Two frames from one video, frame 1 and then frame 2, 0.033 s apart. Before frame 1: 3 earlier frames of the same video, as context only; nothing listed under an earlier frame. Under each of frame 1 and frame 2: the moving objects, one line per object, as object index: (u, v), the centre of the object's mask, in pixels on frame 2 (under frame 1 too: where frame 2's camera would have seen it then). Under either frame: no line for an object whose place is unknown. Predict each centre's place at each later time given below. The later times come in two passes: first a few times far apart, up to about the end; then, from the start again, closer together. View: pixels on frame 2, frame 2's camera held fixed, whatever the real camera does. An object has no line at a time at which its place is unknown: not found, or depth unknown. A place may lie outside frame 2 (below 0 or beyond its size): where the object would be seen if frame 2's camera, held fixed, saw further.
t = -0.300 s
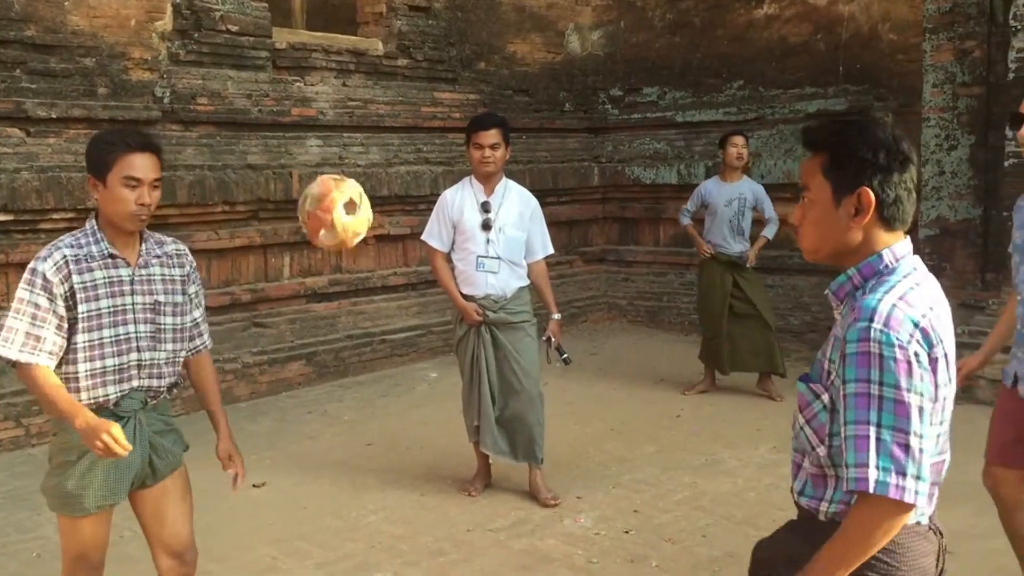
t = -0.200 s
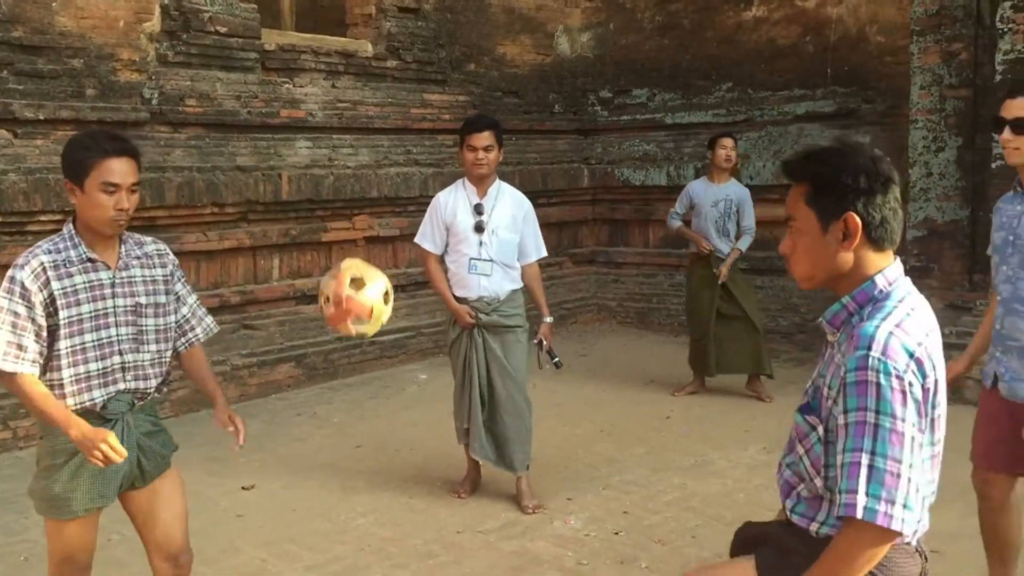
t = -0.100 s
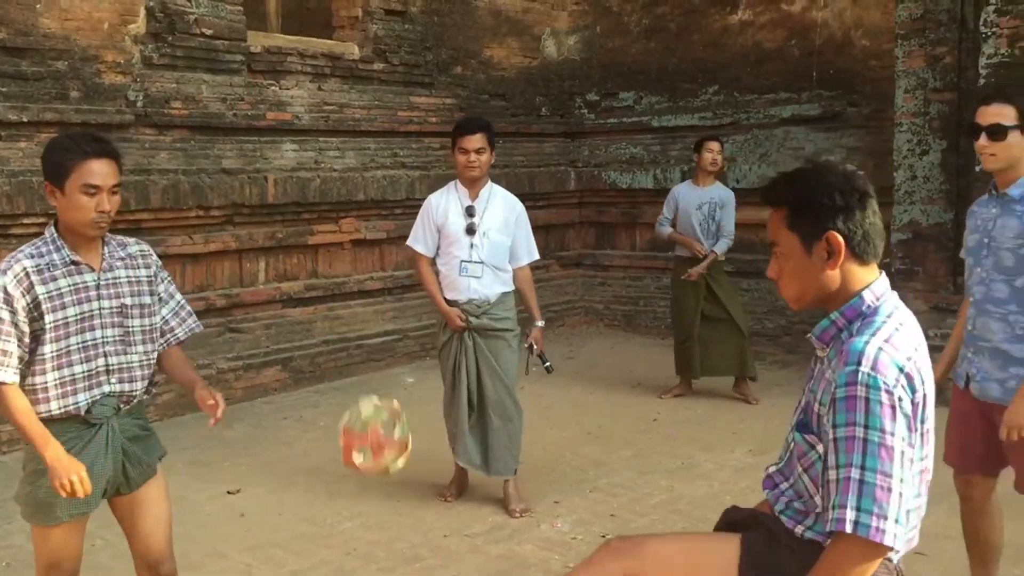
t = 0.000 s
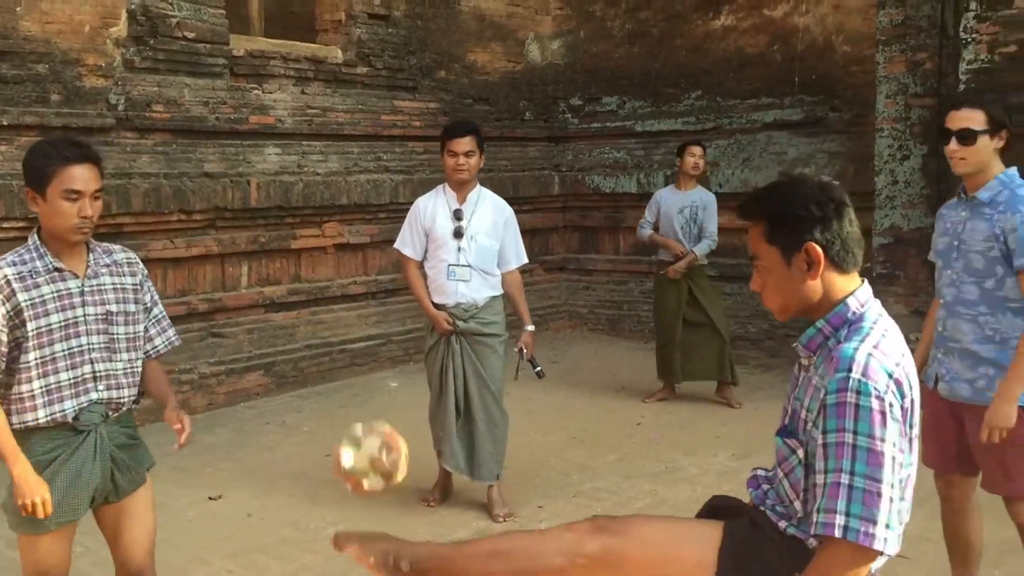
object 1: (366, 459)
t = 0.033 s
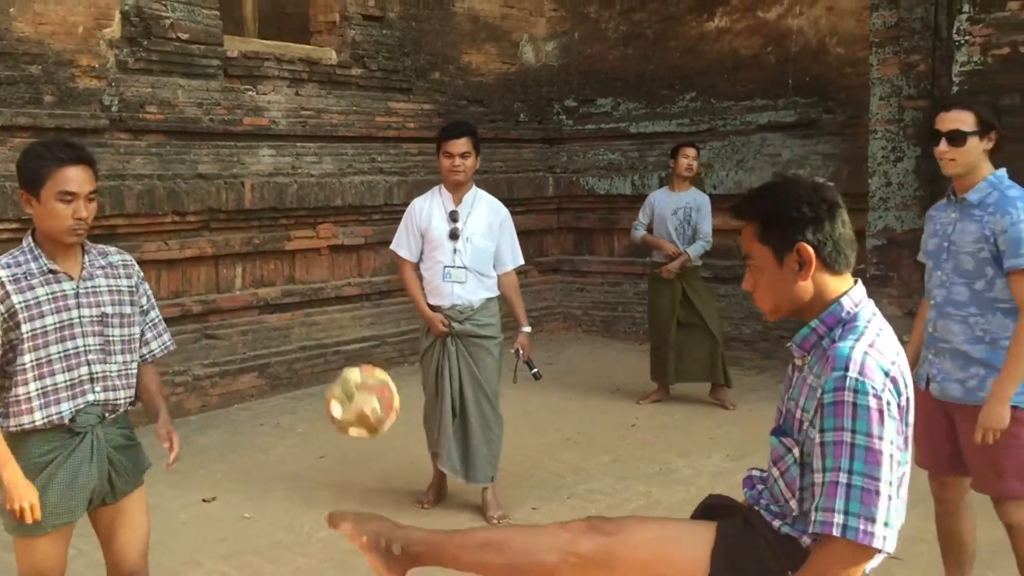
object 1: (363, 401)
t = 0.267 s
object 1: (343, 142)
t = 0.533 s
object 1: (333, 151)
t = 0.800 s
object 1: (344, 431)
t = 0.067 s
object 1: (360, 349)
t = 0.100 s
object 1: (357, 301)
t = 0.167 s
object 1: (351, 222)
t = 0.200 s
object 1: (348, 190)
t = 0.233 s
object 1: (345, 164)
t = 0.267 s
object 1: (343, 142)
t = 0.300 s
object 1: (340, 127)
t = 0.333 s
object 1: (339, 116)
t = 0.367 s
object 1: (337, 111)
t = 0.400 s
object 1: (336, 110)
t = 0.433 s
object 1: (334, 113)
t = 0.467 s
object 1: (334, 121)
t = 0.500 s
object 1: (333, 133)
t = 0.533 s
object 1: (333, 151)
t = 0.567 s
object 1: (333, 172)
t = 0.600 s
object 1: (333, 197)
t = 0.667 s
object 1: (337, 260)
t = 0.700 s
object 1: (338, 299)
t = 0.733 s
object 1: (341, 340)
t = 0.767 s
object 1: (340, 383)
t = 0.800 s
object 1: (344, 431)
